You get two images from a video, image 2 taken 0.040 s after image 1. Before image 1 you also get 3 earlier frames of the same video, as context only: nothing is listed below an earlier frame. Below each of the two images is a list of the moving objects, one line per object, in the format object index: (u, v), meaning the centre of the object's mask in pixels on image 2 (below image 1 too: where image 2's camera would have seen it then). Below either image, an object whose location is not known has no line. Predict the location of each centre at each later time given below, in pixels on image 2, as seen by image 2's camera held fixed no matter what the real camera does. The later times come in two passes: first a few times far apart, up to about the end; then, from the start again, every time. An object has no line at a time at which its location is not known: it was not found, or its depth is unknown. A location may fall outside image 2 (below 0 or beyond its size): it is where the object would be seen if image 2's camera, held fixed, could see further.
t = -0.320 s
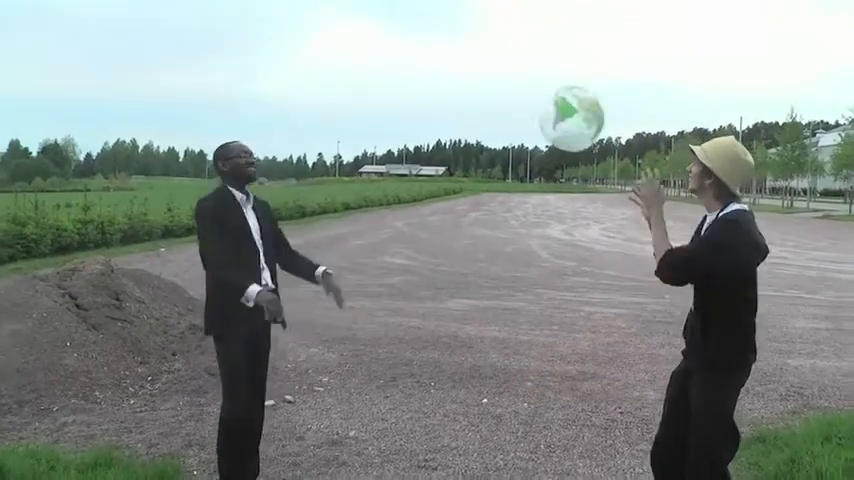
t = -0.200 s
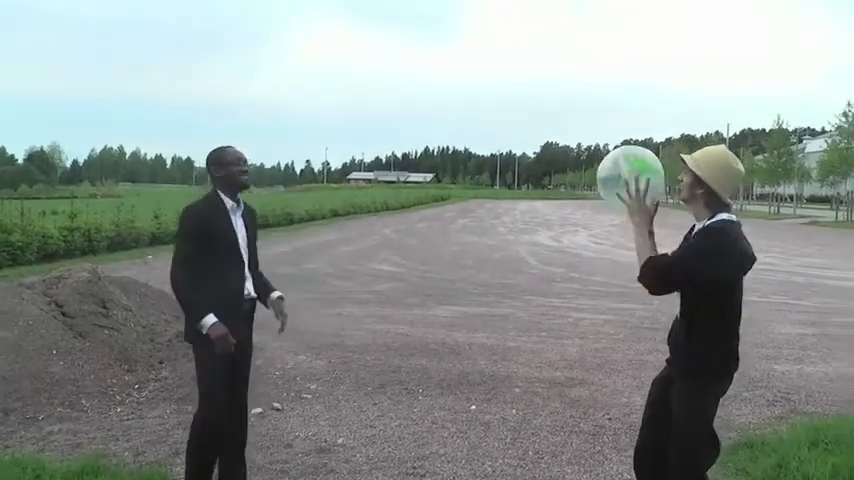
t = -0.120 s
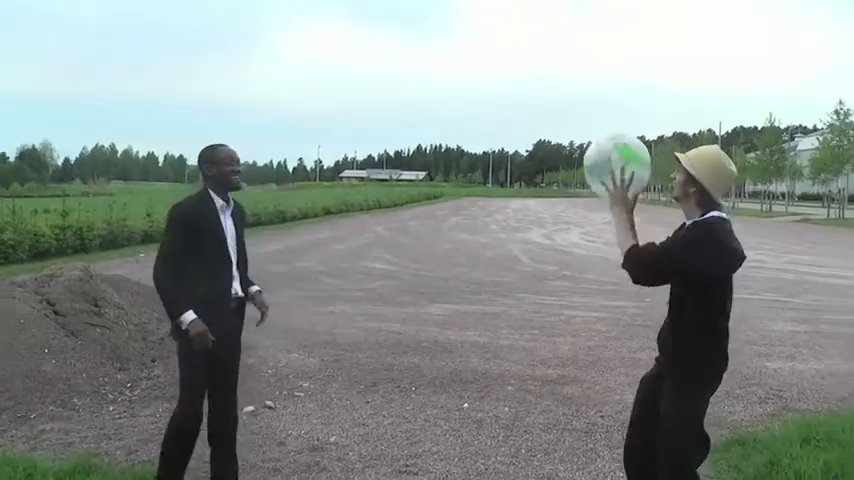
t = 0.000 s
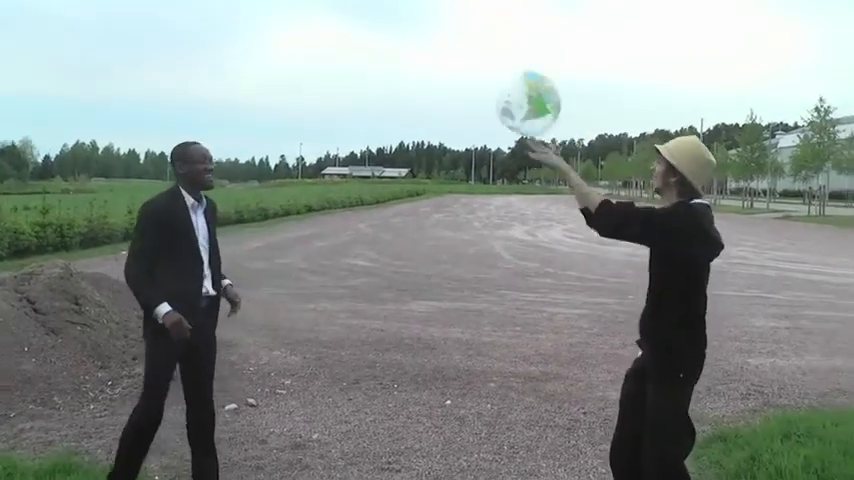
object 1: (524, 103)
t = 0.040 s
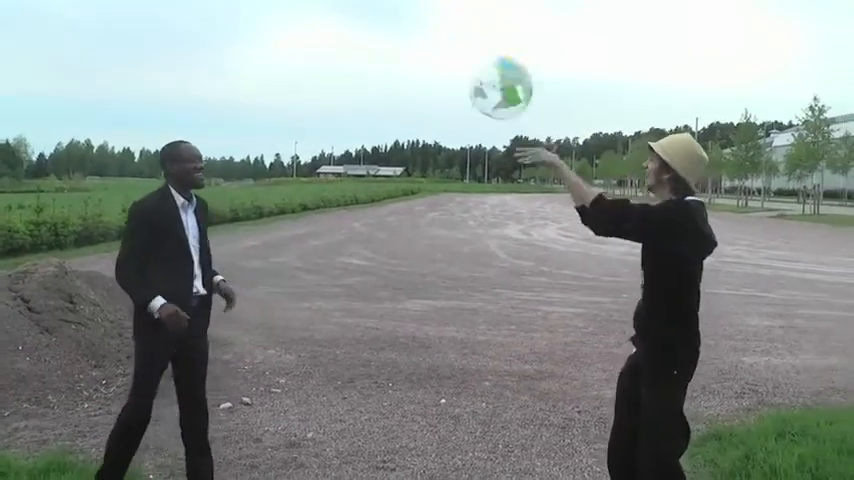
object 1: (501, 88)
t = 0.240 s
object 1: (399, 61)
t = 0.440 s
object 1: (315, 104)
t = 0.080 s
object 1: (479, 76)
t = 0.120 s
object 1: (459, 69)
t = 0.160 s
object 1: (439, 64)
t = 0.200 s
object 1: (418, 61)
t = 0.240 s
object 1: (399, 61)
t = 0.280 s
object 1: (381, 64)
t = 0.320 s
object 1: (364, 71)
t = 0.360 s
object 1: (347, 79)
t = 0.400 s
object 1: (330, 90)
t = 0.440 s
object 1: (315, 104)
